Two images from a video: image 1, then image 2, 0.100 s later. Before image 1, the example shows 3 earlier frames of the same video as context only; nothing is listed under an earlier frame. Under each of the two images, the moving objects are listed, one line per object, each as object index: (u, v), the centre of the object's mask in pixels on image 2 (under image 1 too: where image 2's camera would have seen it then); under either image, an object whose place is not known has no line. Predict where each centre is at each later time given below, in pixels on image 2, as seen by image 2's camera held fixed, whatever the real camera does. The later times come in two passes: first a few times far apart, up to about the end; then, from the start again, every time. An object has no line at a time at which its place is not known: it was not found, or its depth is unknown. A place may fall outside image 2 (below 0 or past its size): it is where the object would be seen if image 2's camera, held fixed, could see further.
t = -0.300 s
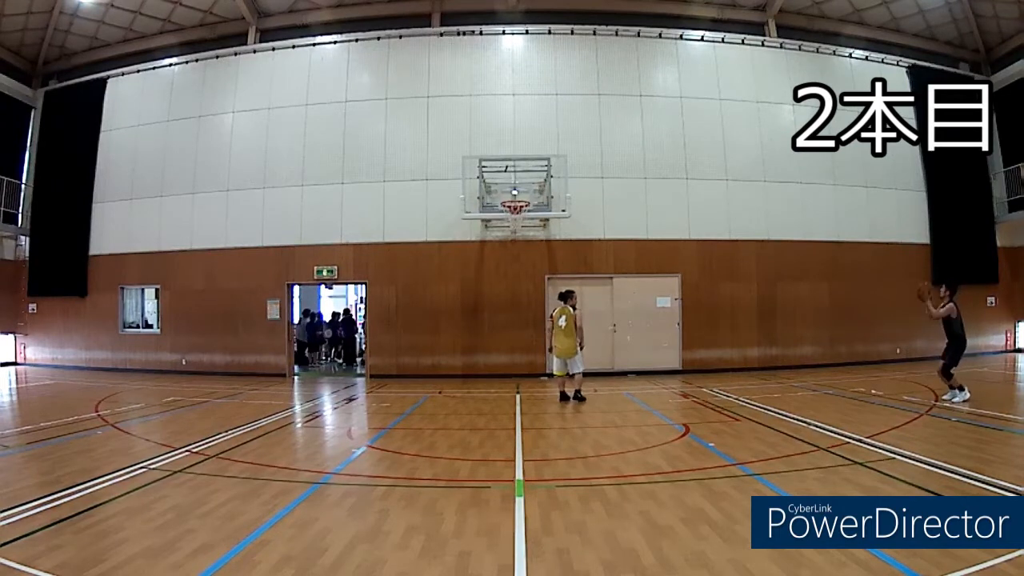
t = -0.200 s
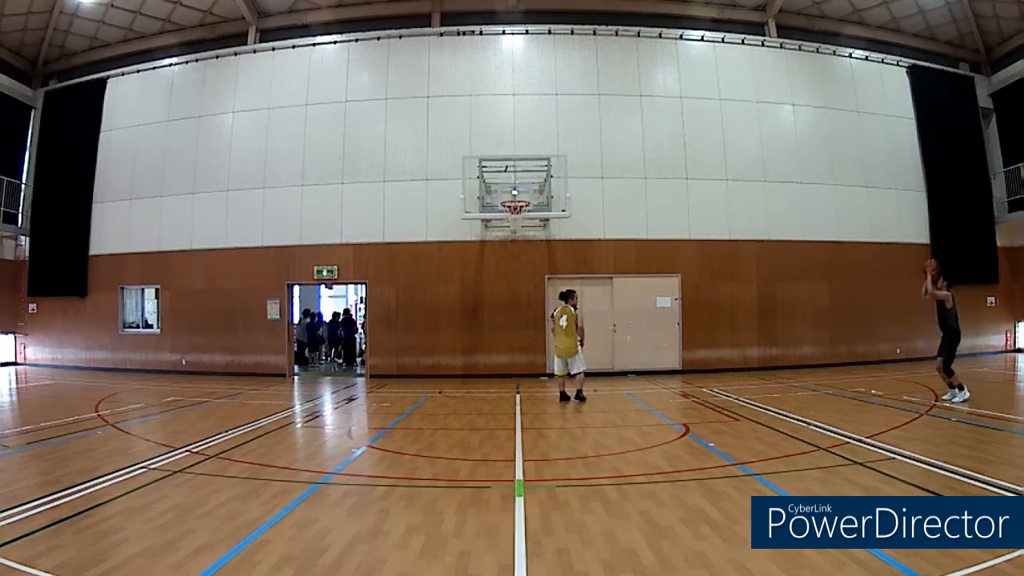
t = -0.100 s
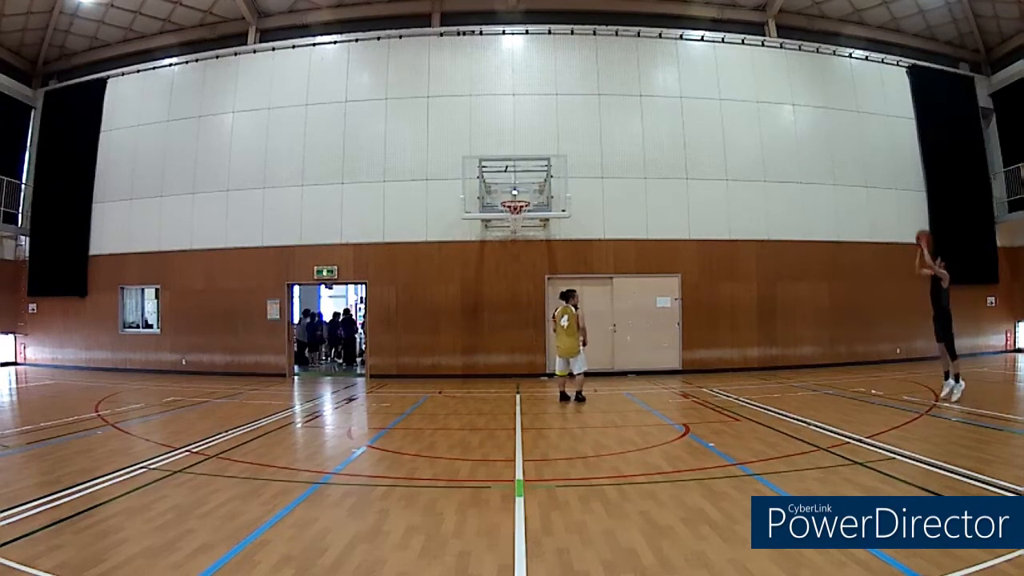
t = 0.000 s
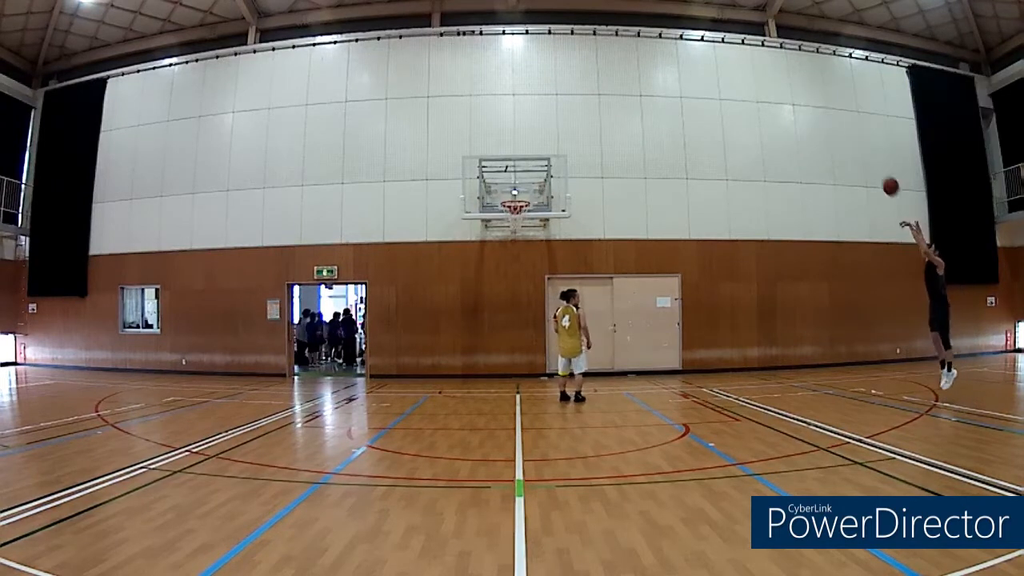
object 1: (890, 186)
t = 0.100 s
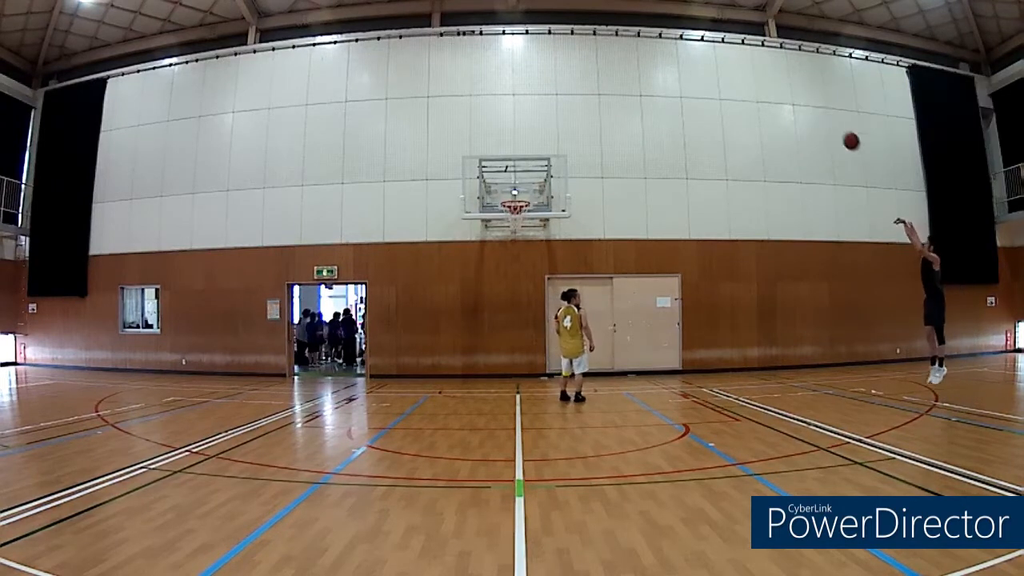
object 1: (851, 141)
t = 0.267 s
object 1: (789, 87)
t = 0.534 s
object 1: (707, 51)
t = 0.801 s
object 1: (628, 60)
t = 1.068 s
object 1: (563, 111)
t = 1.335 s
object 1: (508, 192)
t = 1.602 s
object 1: (474, 167)
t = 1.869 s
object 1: (443, 181)
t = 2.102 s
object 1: (417, 227)
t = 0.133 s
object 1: (838, 128)
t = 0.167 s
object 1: (825, 116)
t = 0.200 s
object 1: (813, 105)
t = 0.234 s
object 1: (800, 96)
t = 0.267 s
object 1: (789, 87)
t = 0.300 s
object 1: (777, 79)
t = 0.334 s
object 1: (765, 73)
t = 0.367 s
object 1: (754, 67)
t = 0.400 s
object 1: (743, 62)
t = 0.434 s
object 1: (738, 60)
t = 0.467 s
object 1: (727, 56)
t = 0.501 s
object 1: (717, 53)
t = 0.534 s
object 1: (707, 51)
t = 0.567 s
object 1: (692, 49)
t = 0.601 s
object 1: (682, 49)
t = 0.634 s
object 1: (673, 49)
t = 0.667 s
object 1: (663, 50)
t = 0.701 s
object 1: (654, 52)
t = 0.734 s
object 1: (645, 54)
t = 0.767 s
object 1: (636, 57)
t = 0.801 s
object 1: (628, 60)
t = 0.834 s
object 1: (620, 65)
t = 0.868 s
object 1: (611, 69)
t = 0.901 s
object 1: (603, 75)
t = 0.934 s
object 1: (595, 81)
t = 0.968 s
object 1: (587, 88)
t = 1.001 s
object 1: (579, 95)
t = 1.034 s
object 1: (571, 103)
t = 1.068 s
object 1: (563, 111)
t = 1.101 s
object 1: (555, 121)
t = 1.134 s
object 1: (548, 130)
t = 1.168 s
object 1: (540, 140)
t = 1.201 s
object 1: (532, 151)
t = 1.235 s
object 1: (525, 162)
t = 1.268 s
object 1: (518, 174)
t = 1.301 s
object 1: (511, 186)
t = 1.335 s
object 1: (508, 192)
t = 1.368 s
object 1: (503, 191)
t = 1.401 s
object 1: (499, 186)
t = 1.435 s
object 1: (493, 180)
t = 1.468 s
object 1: (489, 176)
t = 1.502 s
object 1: (485, 172)
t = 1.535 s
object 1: (481, 170)
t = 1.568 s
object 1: (477, 168)
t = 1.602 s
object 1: (474, 167)
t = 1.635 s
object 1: (469, 167)
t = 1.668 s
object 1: (466, 167)
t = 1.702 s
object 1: (462, 167)
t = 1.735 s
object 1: (458, 169)
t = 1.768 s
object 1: (454, 171)
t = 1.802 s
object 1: (451, 174)
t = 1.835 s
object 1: (447, 177)
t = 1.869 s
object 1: (443, 181)
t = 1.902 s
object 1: (439, 186)
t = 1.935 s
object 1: (436, 191)
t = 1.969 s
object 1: (432, 197)
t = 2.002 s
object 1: (428, 203)
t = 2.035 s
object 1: (424, 211)
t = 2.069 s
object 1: (420, 219)
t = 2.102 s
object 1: (417, 227)
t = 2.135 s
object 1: (414, 236)
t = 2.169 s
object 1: (410, 246)
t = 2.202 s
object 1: (406, 258)
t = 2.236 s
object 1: (404, 263)
